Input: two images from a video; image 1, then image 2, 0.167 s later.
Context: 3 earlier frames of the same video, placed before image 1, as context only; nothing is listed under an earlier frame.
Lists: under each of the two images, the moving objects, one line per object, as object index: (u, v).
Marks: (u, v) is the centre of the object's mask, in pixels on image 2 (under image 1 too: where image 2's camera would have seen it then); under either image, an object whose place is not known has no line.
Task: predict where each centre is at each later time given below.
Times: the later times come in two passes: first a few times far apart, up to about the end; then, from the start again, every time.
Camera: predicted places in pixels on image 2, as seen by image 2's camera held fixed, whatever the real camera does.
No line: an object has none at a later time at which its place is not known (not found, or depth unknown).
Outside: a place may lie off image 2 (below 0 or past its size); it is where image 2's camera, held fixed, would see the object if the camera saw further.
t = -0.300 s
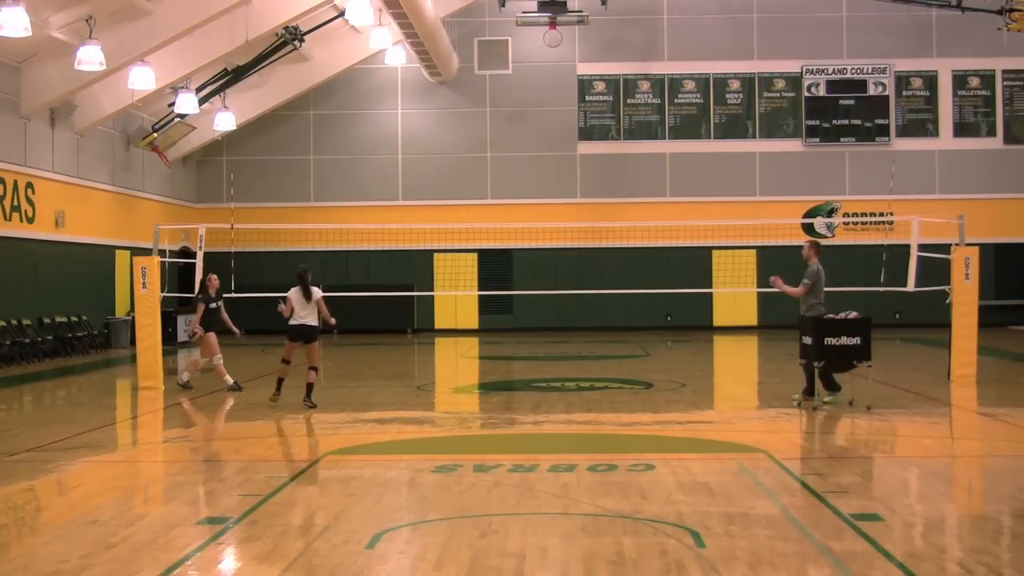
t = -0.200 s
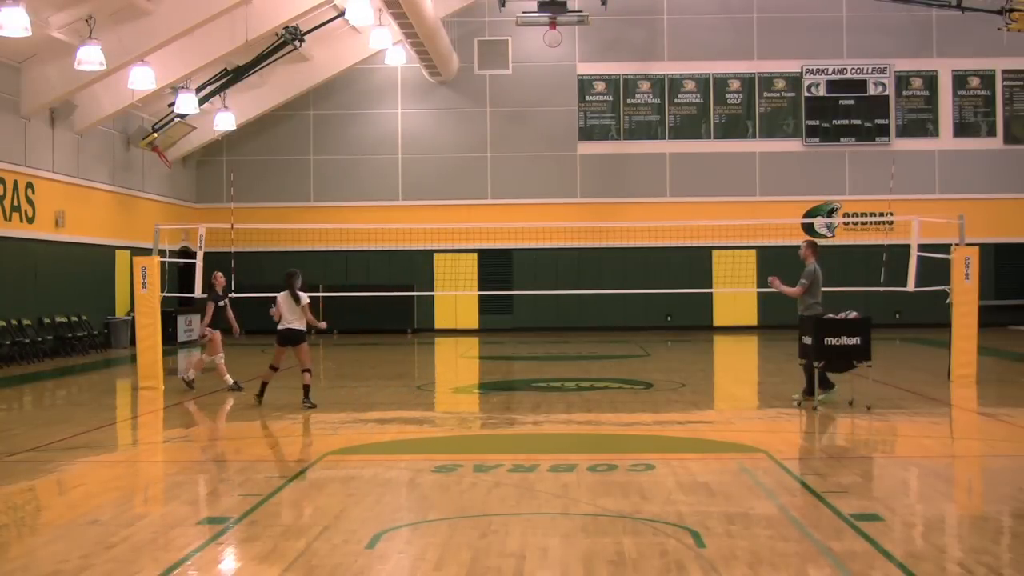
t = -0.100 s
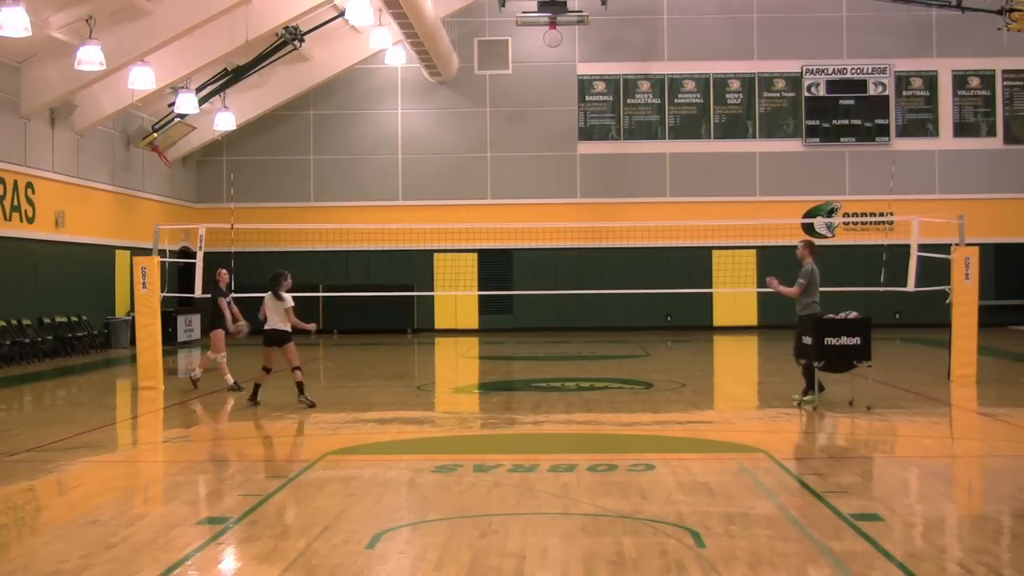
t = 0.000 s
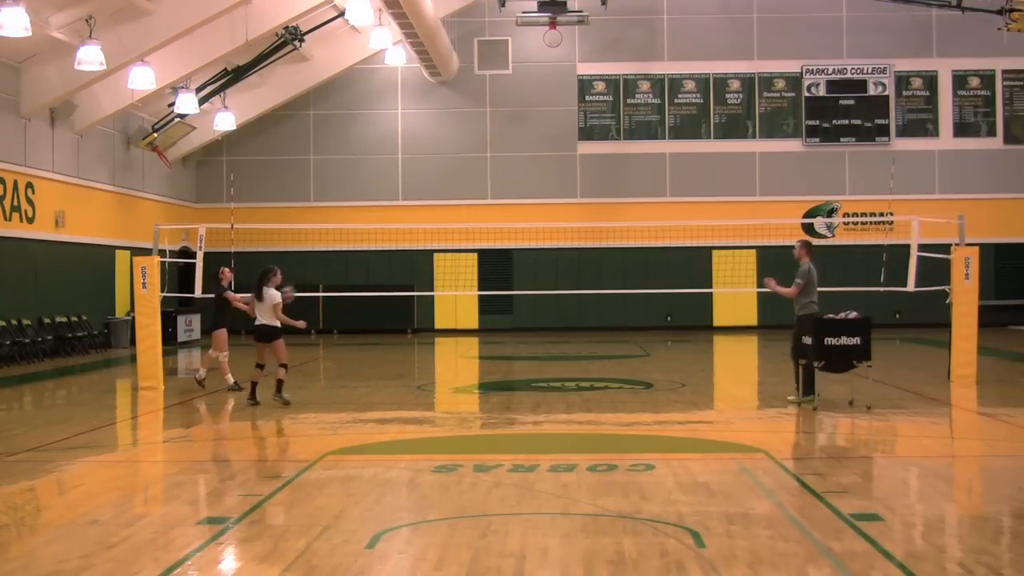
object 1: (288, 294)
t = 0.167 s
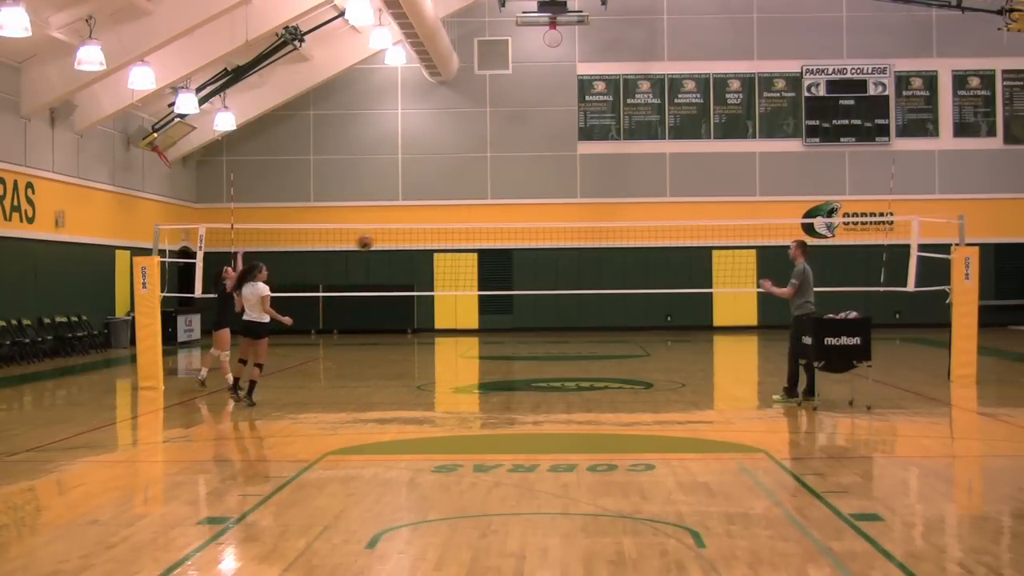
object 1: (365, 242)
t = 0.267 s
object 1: (412, 220)
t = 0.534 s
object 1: (541, 200)
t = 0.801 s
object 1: (673, 239)
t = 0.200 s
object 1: (380, 234)
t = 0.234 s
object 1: (396, 228)
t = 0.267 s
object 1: (412, 220)
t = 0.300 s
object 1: (428, 215)
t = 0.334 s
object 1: (444, 210)
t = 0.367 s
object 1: (460, 206)
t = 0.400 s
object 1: (476, 204)
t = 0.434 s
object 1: (492, 202)
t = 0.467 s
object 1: (508, 200)
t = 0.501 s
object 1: (525, 200)
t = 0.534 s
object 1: (541, 200)
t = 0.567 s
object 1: (557, 202)
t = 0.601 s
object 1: (574, 205)
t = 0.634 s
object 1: (591, 208)
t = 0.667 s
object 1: (607, 213)
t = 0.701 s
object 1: (623, 218)
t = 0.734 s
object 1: (640, 224)
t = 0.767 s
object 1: (656, 231)
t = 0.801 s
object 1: (673, 239)
